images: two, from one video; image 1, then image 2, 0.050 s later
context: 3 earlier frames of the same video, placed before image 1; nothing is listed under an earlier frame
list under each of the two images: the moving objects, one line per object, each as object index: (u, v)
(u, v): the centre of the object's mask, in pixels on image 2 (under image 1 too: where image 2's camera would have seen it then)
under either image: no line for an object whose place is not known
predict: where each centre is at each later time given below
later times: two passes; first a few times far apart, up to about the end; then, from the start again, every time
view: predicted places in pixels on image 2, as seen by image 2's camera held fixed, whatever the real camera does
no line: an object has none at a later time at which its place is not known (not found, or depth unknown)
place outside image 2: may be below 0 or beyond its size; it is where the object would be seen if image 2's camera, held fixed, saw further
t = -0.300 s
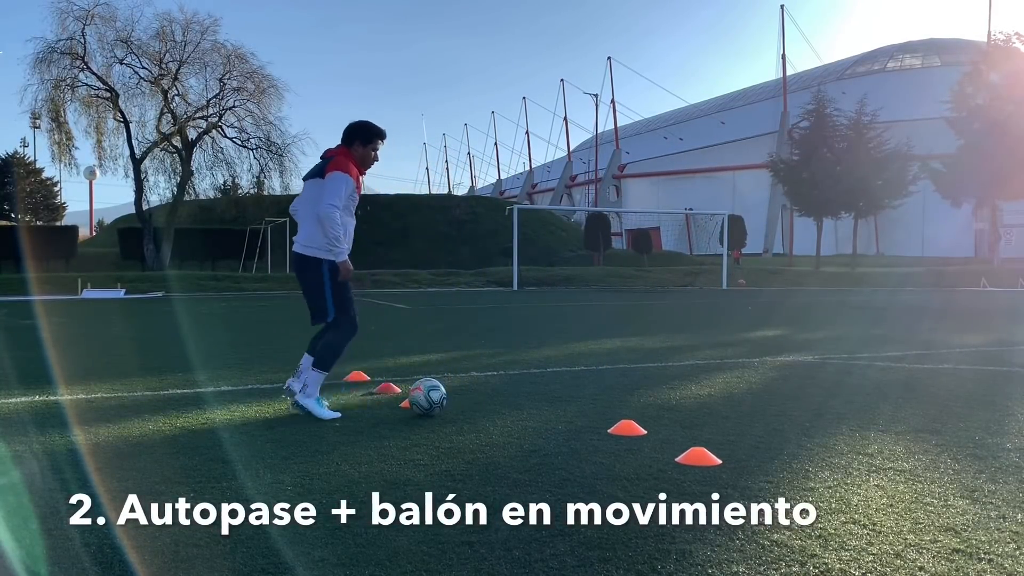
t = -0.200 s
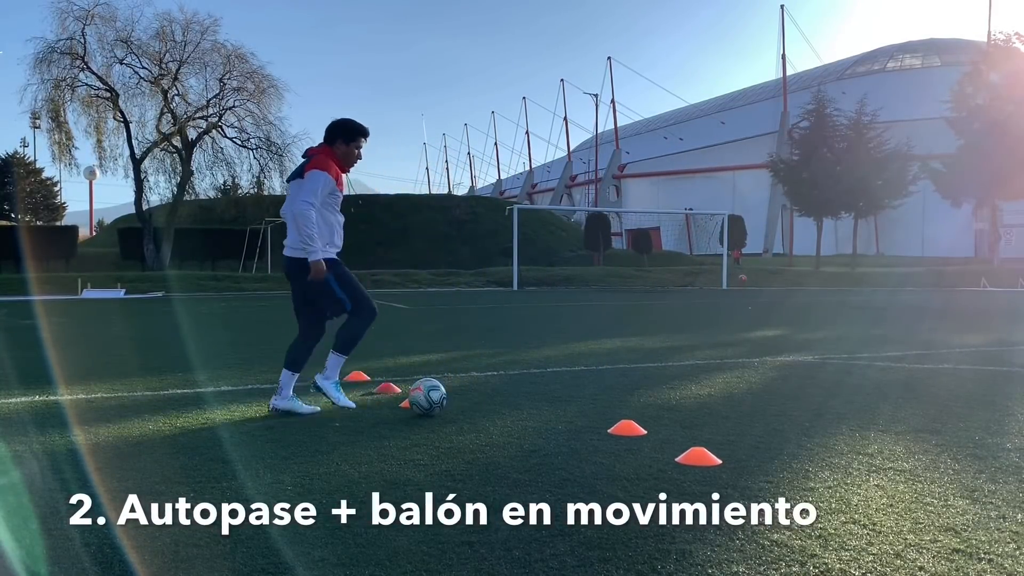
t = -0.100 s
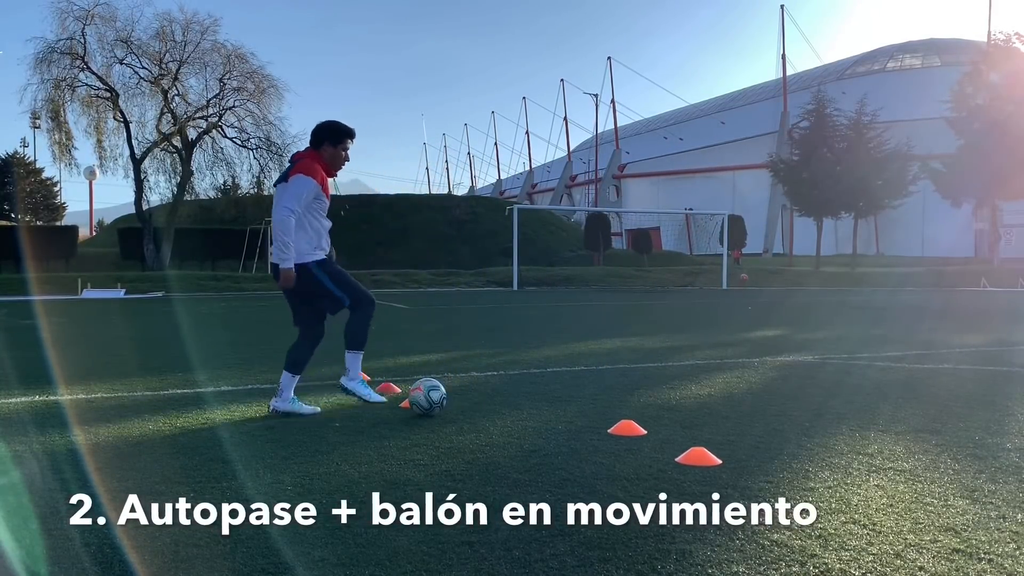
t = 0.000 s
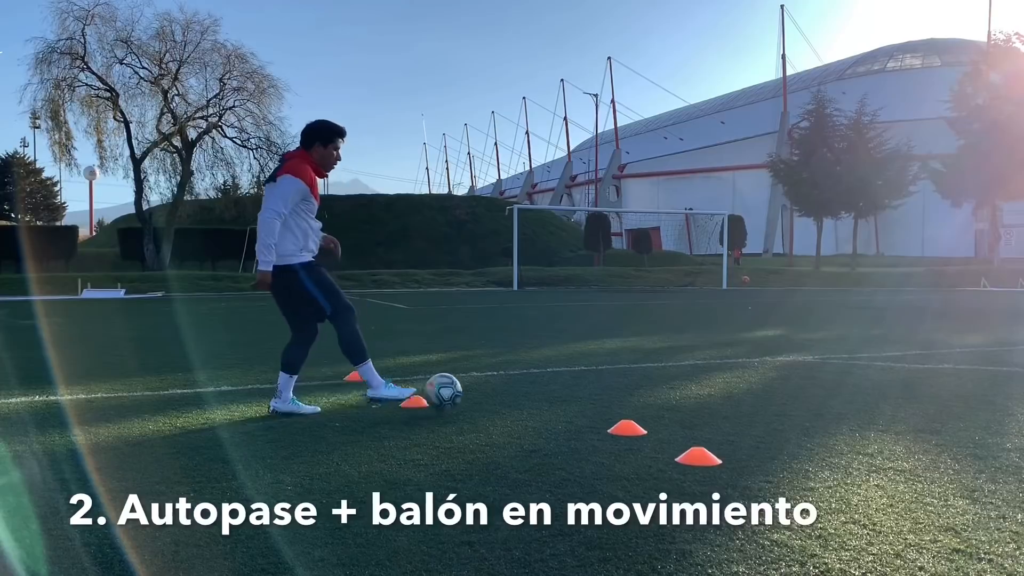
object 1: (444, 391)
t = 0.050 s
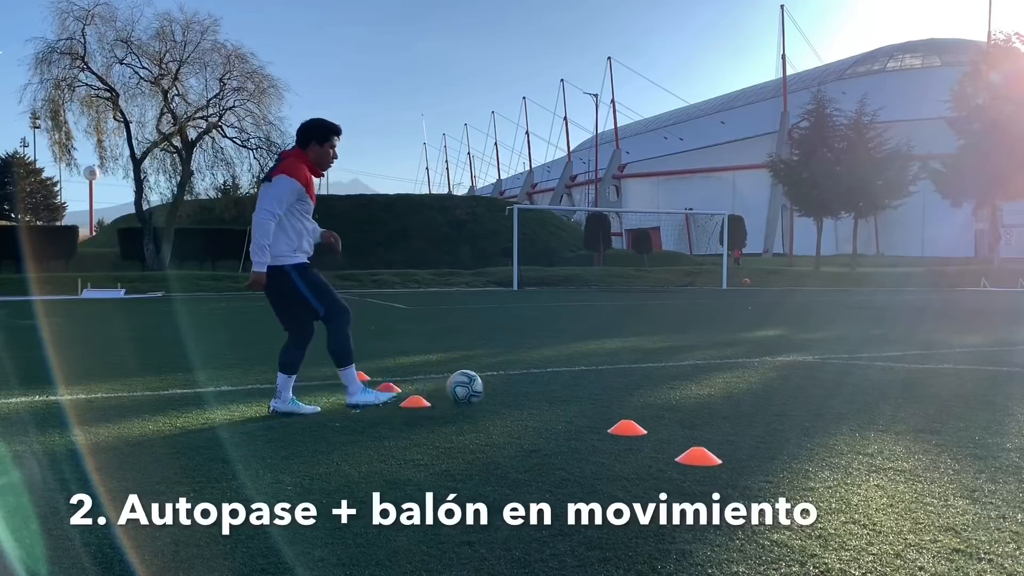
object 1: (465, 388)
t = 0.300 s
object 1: (550, 392)
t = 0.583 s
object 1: (617, 390)
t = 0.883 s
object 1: (681, 389)
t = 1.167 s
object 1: (736, 388)
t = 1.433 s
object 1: (782, 387)
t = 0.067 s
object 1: (472, 388)
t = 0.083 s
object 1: (479, 388)
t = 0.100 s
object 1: (486, 389)
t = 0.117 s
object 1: (493, 390)
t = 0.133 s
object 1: (500, 392)
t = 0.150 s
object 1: (506, 394)
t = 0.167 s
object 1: (512, 393)
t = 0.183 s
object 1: (517, 391)
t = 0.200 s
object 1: (522, 390)
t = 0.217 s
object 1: (527, 389)
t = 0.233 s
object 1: (532, 389)
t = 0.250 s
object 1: (536, 390)
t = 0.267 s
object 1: (541, 391)
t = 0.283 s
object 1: (546, 392)
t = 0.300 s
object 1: (550, 392)
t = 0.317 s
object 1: (554, 391)
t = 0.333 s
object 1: (557, 389)
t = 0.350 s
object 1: (562, 390)
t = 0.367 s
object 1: (566, 389)
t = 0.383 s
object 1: (570, 390)
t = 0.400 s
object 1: (574, 391)
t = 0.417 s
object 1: (578, 390)
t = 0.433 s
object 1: (582, 391)
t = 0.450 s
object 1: (585, 390)
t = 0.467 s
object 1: (589, 390)
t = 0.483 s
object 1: (593, 390)
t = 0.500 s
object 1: (597, 389)
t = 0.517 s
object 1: (601, 389)
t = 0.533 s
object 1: (605, 389)
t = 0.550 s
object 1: (609, 390)
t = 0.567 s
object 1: (613, 390)
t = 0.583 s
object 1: (617, 390)
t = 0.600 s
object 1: (620, 390)
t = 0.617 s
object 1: (624, 389)
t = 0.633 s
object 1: (628, 389)
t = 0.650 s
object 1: (632, 388)
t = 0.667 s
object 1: (635, 389)
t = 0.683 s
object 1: (638, 390)
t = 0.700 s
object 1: (642, 390)
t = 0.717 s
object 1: (646, 390)
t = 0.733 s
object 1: (649, 389)
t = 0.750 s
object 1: (653, 389)
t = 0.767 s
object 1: (657, 390)
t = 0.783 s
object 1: (660, 390)
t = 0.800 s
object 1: (663, 389)
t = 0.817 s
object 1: (667, 389)
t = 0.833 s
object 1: (670, 389)
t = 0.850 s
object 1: (674, 389)
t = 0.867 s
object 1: (678, 389)
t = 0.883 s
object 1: (681, 389)
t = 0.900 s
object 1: (684, 389)
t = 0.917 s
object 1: (687, 389)
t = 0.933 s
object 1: (691, 389)
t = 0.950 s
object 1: (694, 389)
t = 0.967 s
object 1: (697, 388)
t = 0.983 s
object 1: (700, 388)
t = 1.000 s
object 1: (705, 389)
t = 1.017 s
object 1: (708, 389)
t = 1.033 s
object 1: (711, 389)
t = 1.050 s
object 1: (714, 389)
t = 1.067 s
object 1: (717, 389)
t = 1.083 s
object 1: (721, 389)
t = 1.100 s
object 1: (723, 389)
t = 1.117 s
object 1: (727, 389)
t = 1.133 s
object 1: (729, 388)
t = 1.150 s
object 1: (733, 389)
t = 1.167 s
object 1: (736, 388)
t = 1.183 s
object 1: (740, 388)
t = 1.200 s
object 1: (741, 389)
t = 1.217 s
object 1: (745, 388)
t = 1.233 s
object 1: (748, 388)
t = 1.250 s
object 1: (751, 387)
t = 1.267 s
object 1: (754, 387)
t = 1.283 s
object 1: (757, 387)
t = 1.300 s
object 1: (760, 387)
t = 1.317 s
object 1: (762, 387)
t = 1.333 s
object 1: (765, 387)
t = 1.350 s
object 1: (768, 387)
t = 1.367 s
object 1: (770, 388)
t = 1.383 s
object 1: (774, 387)
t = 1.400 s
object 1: (776, 387)
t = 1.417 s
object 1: (779, 386)
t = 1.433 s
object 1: (782, 387)
